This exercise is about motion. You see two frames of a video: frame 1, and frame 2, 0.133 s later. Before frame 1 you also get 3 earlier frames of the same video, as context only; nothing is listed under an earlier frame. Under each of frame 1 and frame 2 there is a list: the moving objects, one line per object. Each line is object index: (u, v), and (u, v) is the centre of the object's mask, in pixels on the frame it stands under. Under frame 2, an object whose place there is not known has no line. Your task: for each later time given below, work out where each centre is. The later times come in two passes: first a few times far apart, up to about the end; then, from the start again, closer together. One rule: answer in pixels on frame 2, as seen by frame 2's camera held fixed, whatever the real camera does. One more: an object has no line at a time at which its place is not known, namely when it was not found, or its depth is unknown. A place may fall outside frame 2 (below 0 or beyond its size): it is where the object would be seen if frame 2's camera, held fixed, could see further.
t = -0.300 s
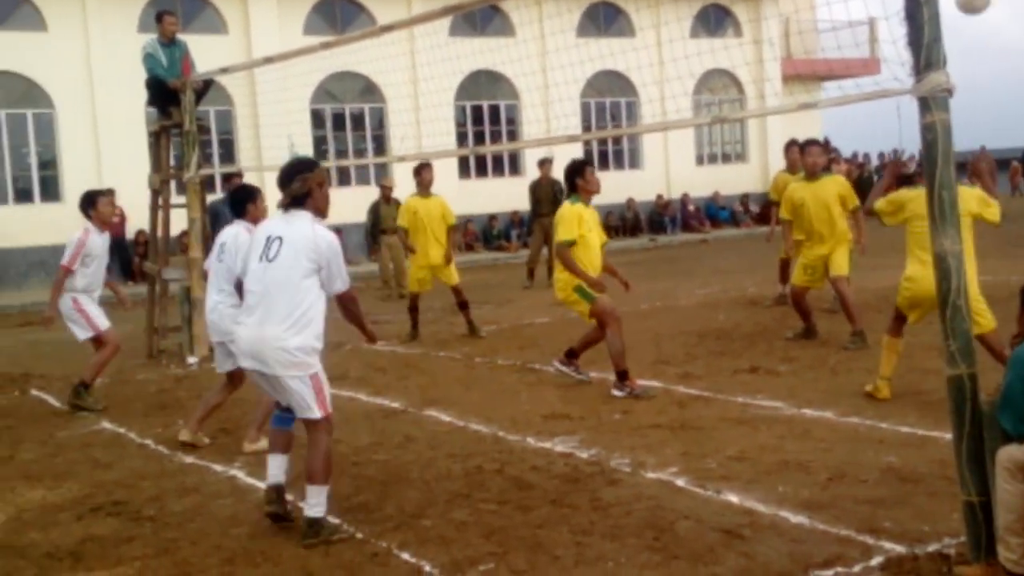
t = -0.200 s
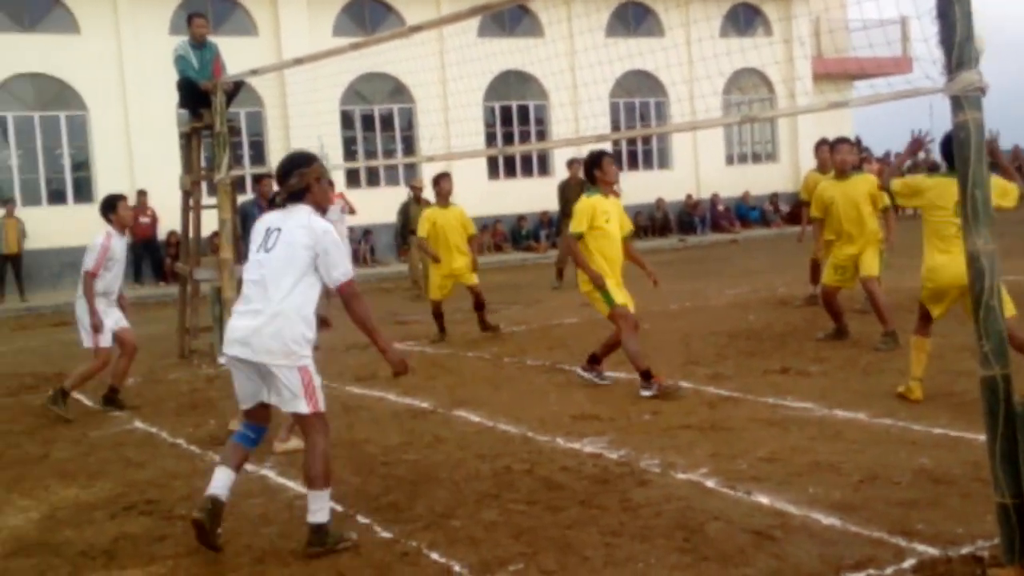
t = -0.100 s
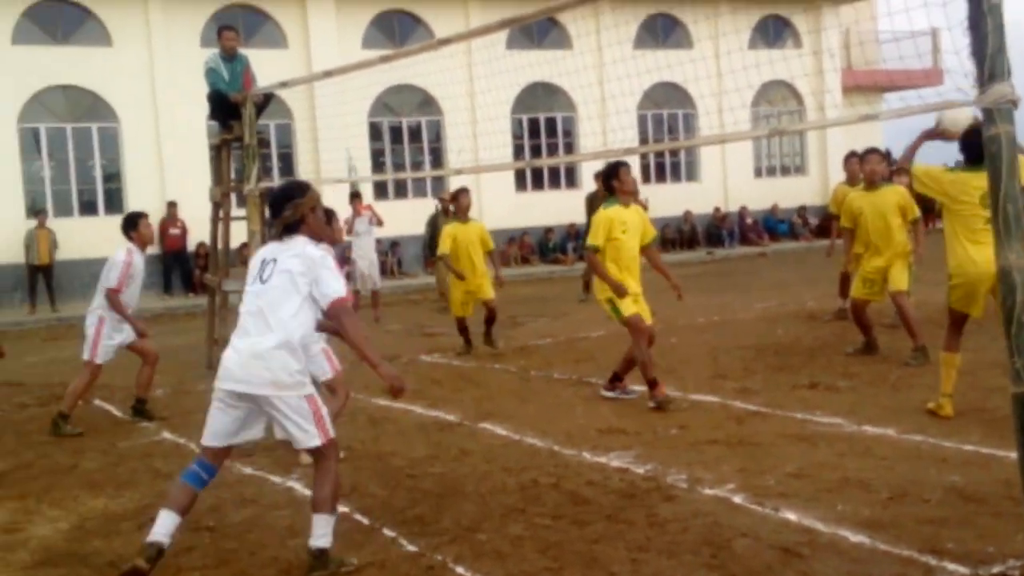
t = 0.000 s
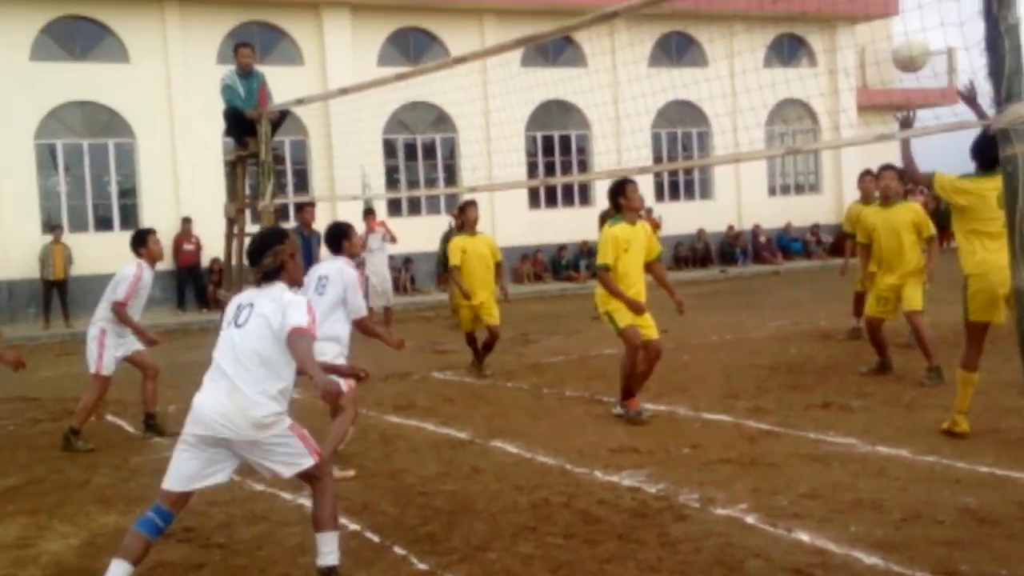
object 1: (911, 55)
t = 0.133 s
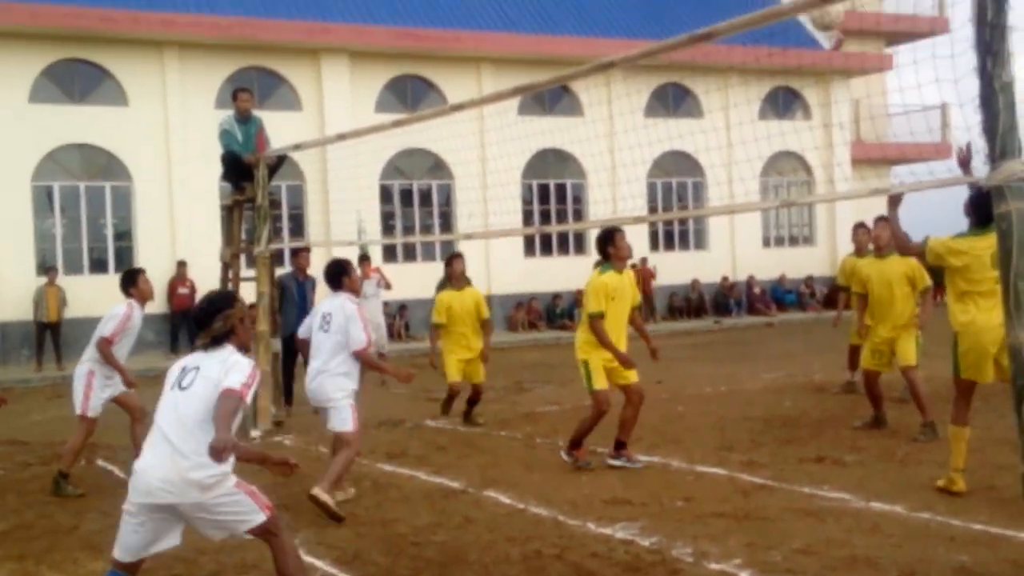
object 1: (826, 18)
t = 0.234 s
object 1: (774, -29)
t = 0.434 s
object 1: (682, -75)
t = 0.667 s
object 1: (595, -51)
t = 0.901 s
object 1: (524, 38)
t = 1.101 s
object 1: (474, 155)
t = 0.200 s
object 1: (791, -16)
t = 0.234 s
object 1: (774, -29)
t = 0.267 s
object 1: (757, -44)
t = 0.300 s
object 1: (740, -54)
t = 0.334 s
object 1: (725, -64)
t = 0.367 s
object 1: (710, -70)
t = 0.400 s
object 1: (696, -73)
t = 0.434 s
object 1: (682, -75)
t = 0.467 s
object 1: (668, -76)
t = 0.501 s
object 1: (655, -75)
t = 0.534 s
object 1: (643, -73)
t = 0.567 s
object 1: (630, -70)
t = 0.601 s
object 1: (618, -65)
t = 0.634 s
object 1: (607, -58)
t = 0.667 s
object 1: (595, -51)
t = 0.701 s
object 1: (584, -42)
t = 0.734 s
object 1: (573, -31)
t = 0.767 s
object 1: (563, -20)
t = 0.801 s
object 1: (553, -7)
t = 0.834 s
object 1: (543, 8)
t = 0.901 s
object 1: (524, 38)
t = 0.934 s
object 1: (516, 53)
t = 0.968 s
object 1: (507, 75)
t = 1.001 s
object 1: (497, 87)
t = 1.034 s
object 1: (490, 116)
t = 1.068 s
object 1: (481, 132)
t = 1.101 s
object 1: (474, 155)
